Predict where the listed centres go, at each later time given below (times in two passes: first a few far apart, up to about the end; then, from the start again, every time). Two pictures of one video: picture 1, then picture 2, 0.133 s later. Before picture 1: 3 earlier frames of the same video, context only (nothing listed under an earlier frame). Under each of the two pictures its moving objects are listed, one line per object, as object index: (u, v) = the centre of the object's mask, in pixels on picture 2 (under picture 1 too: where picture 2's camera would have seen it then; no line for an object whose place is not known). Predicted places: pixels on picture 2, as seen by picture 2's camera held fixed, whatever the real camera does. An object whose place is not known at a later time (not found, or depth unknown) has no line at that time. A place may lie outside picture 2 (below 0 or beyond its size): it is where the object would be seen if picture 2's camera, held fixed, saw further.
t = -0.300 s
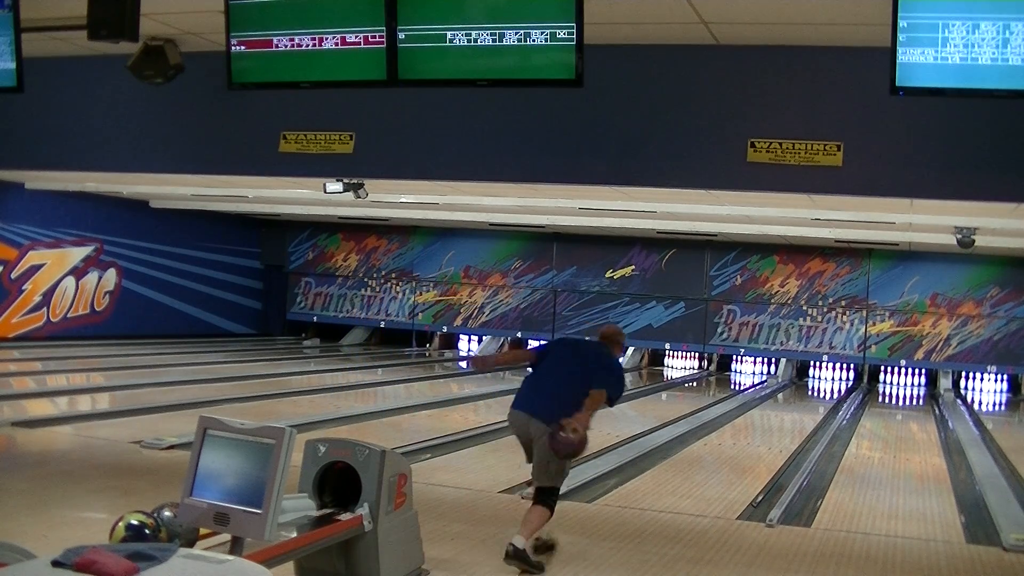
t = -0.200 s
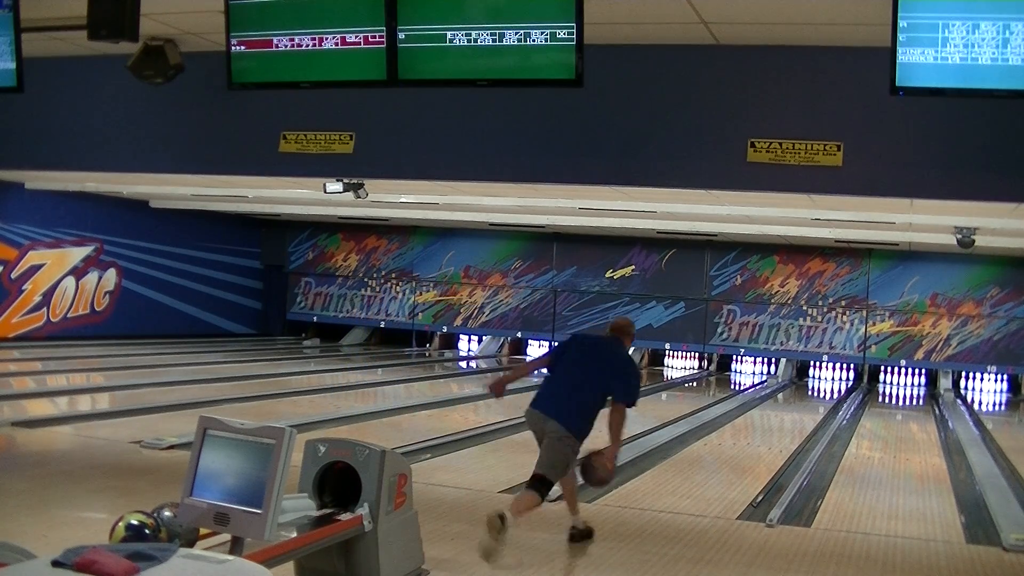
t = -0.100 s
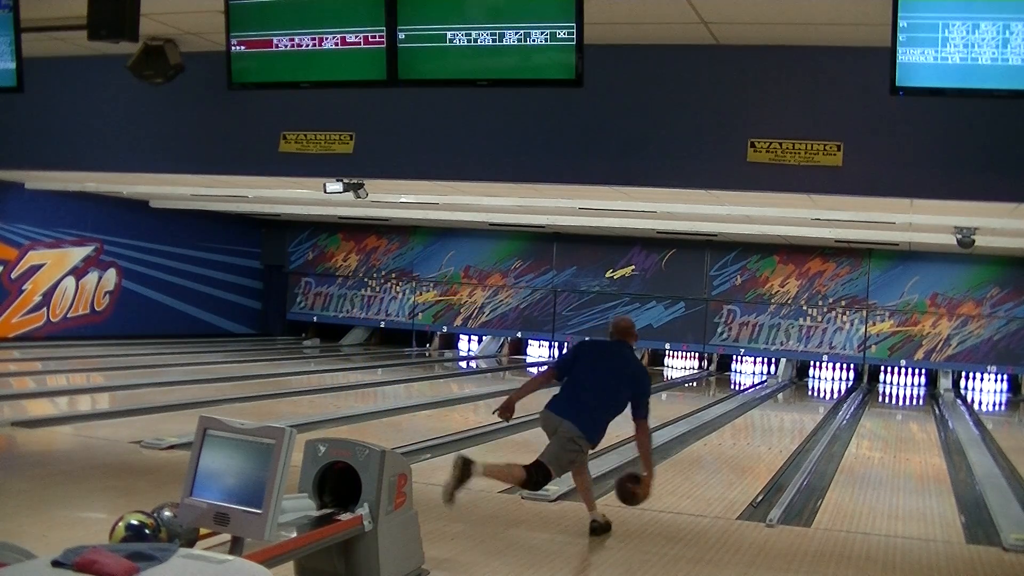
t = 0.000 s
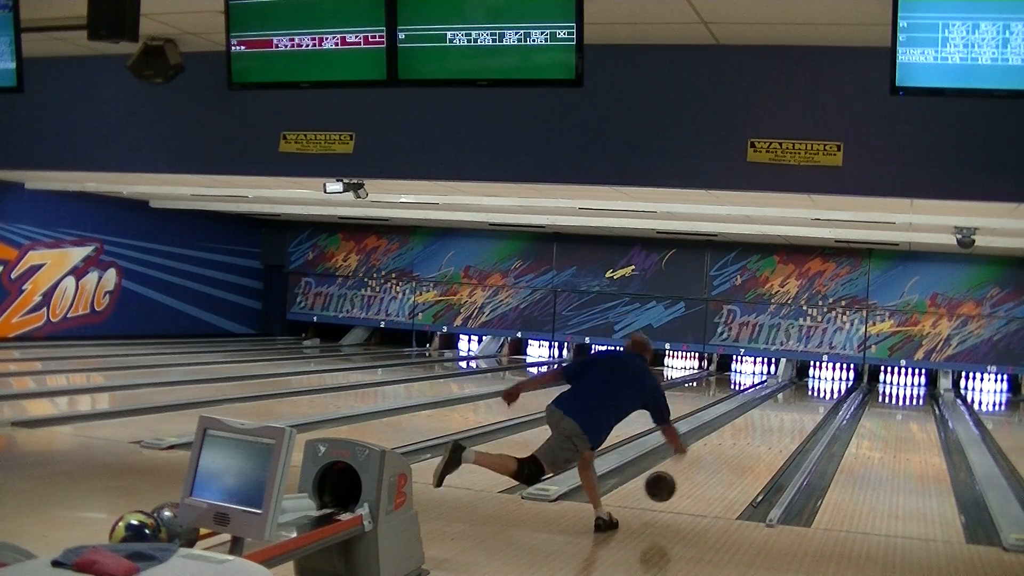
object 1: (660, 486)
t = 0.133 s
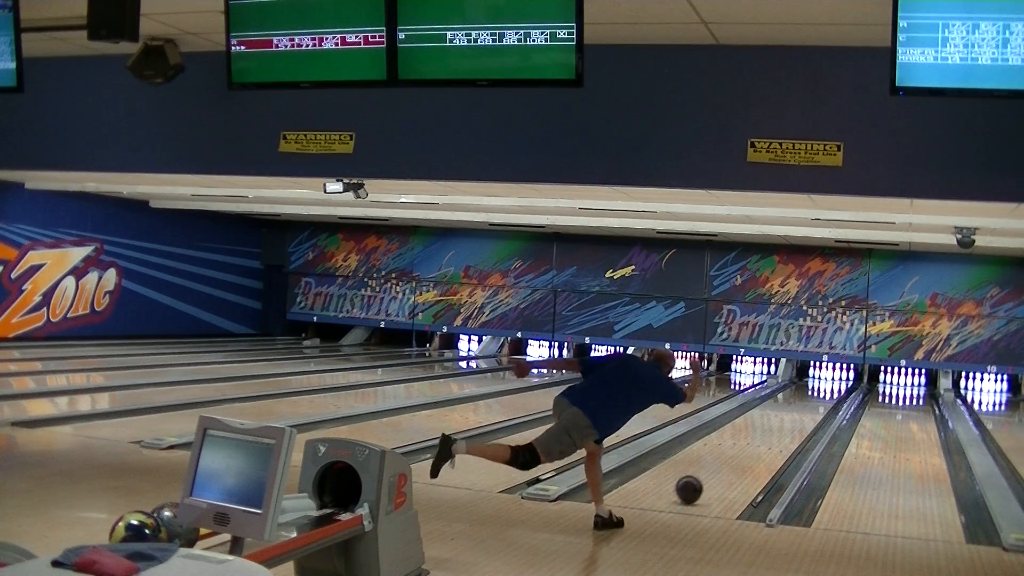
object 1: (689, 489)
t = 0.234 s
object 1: (707, 478)
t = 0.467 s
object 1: (741, 454)
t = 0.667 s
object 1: (762, 439)
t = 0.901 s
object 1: (781, 426)
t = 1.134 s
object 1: (795, 415)
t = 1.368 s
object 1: (807, 407)
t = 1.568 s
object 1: (814, 401)
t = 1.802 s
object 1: (821, 394)
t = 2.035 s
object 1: (827, 389)
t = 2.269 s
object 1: (830, 384)
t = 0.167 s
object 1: (695, 485)
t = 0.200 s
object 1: (701, 481)
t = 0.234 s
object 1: (707, 478)
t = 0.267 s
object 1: (713, 474)
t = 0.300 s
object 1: (718, 470)
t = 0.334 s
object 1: (723, 467)
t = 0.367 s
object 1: (728, 463)
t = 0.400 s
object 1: (732, 460)
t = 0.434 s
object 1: (736, 457)
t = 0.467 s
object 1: (741, 454)
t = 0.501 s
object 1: (744, 452)
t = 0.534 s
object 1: (748, 449)
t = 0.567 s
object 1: (752, 447)
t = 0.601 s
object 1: (755, 444)
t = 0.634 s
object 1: (759, 442)
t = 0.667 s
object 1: (762, 439)
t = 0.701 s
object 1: (765, 437)
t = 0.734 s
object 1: (768, 435)
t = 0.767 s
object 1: (771, 433)
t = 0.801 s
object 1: (773, 431)
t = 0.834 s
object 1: (776, 430)
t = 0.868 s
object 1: (779, 428)
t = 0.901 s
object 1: (781, 426)
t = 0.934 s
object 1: (783, 424)
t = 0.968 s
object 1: (786, 423)
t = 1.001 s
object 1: (788, 421)
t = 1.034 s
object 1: (790, 420)
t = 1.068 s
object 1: (792, 419)
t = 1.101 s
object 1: (794, 417)
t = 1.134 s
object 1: (795, 415)
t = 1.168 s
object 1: (797, 414)
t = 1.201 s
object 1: (799, 412)
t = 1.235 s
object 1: (801, 411)
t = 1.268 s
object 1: (802, 410)
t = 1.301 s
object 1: (804, 409)
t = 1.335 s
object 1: (805, 408)
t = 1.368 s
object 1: (807, 407)
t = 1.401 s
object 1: (808, 405)
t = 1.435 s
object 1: (809, 404)
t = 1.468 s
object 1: (811, 403)
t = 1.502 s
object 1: (812, 402)
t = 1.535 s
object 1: (813, 401)
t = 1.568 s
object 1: (814, 401)
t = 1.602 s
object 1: (815, 399)
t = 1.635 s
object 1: (816, 399)
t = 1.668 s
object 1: (817, 398)
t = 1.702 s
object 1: (819, 396)
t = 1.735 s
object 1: (819, 396)
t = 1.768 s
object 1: (820, 395)
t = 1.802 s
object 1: (821, 394)
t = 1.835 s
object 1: (822, 393)
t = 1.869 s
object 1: (823, 394)
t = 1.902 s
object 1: (823, 393)
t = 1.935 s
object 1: (824, 391)
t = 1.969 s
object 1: (825, 391)
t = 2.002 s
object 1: (826, 390)
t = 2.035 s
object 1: (827, 389)
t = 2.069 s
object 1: (828, 389)
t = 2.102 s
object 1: (828, 388)
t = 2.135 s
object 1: (828, 387)
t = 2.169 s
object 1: (829, 387)
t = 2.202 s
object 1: (829, 386)
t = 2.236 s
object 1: (830, 385)
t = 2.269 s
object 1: (830, 384)
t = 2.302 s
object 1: (830, 384)
